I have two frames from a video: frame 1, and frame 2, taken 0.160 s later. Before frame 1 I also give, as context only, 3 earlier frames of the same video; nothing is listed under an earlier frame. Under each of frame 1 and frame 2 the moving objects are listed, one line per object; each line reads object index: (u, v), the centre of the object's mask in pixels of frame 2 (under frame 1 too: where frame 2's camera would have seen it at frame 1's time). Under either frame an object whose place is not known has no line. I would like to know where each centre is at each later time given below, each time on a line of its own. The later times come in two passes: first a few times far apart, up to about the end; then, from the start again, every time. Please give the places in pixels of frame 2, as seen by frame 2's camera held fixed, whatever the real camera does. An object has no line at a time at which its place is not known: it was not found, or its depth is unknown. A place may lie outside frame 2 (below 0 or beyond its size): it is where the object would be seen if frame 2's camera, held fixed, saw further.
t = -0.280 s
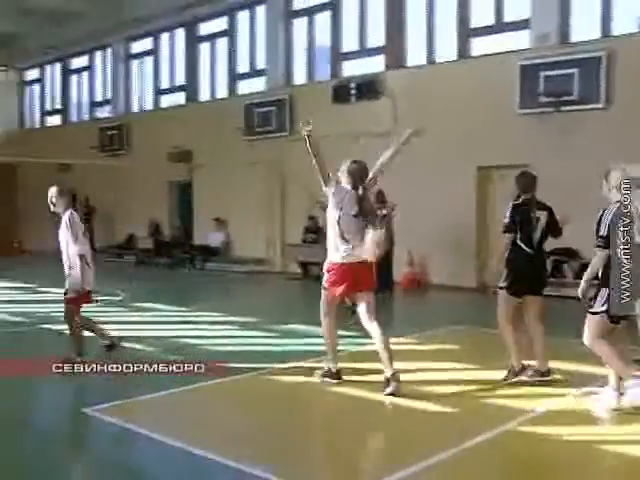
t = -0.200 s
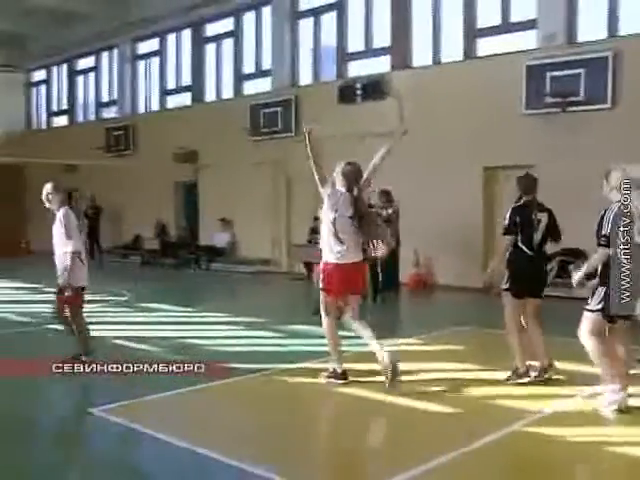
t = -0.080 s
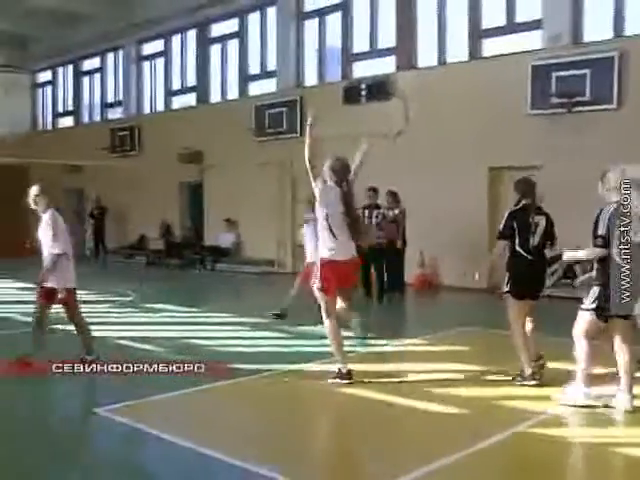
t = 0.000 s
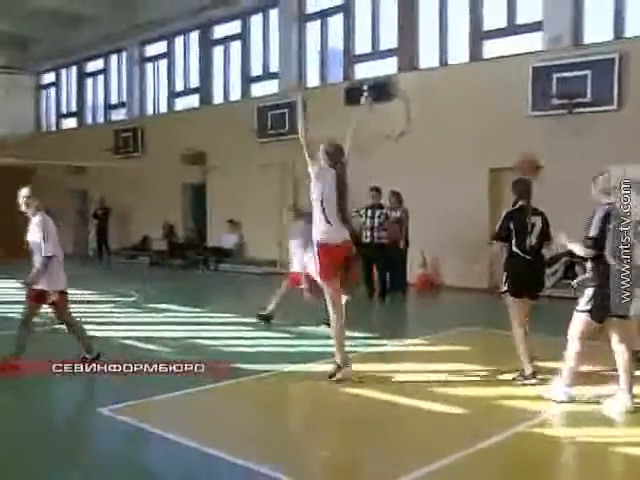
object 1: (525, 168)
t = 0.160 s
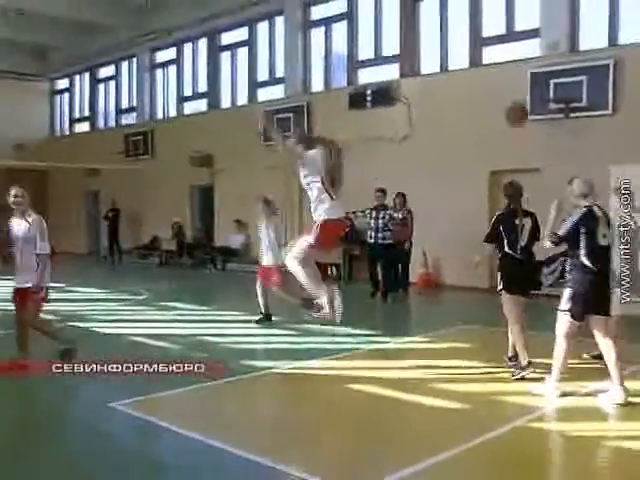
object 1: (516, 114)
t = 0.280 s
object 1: (511, 90)
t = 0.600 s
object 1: (494, 95)
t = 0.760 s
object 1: (487, 133)
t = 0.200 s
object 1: (515, 104)
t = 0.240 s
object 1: (513, 97)
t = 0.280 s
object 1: (511, 90)
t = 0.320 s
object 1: (508, 84)
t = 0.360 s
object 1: (506, 81)
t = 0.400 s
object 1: (505, 80)
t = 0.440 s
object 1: (502, 80)
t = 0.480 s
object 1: (500, 81)
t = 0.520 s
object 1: (498, 84)
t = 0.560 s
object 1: (496, 89)
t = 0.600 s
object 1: (494, 95)
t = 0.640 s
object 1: (493, 102)
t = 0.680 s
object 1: (491, 112)
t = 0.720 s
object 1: (489, 122)
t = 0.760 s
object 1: (487, 133)
